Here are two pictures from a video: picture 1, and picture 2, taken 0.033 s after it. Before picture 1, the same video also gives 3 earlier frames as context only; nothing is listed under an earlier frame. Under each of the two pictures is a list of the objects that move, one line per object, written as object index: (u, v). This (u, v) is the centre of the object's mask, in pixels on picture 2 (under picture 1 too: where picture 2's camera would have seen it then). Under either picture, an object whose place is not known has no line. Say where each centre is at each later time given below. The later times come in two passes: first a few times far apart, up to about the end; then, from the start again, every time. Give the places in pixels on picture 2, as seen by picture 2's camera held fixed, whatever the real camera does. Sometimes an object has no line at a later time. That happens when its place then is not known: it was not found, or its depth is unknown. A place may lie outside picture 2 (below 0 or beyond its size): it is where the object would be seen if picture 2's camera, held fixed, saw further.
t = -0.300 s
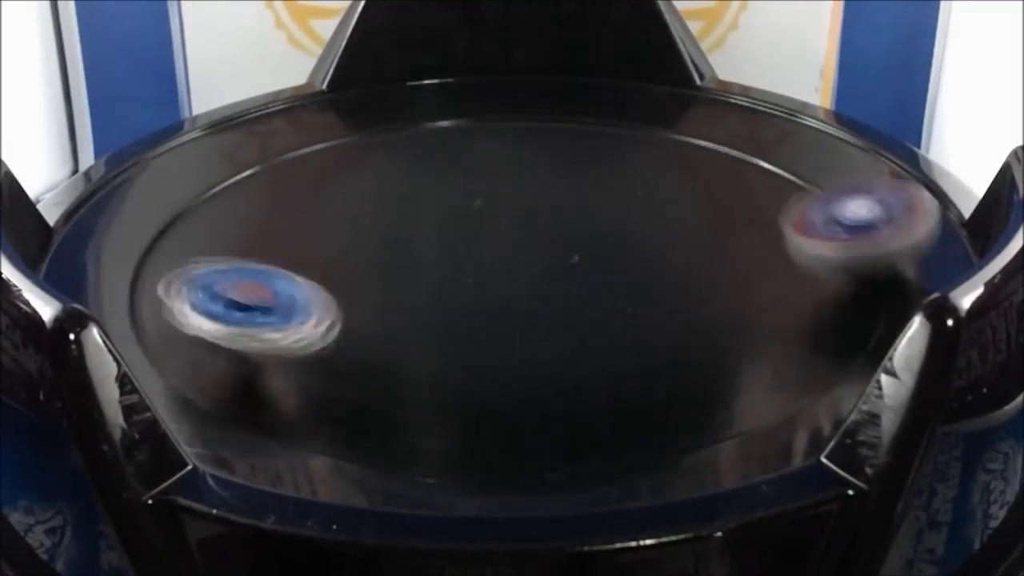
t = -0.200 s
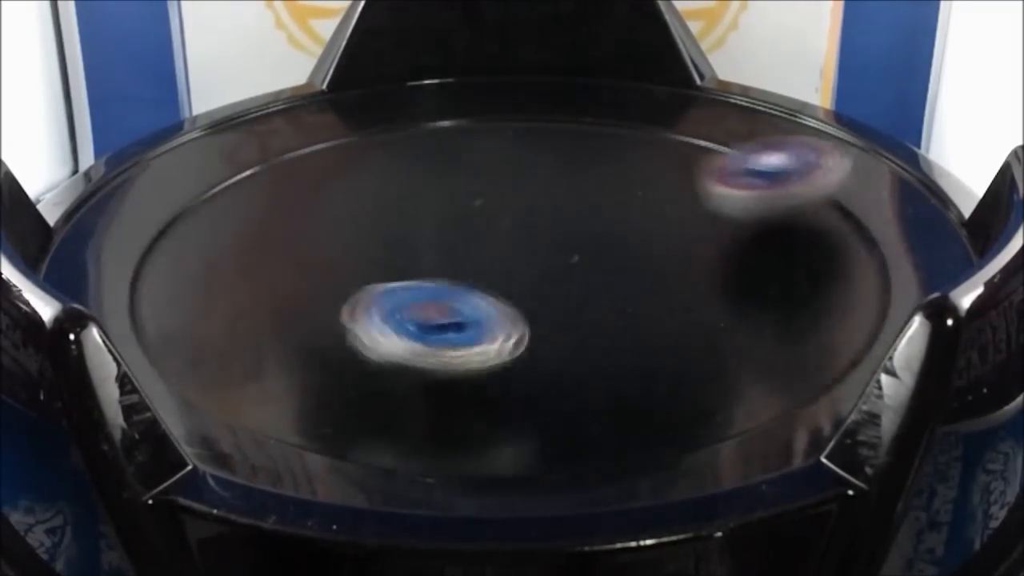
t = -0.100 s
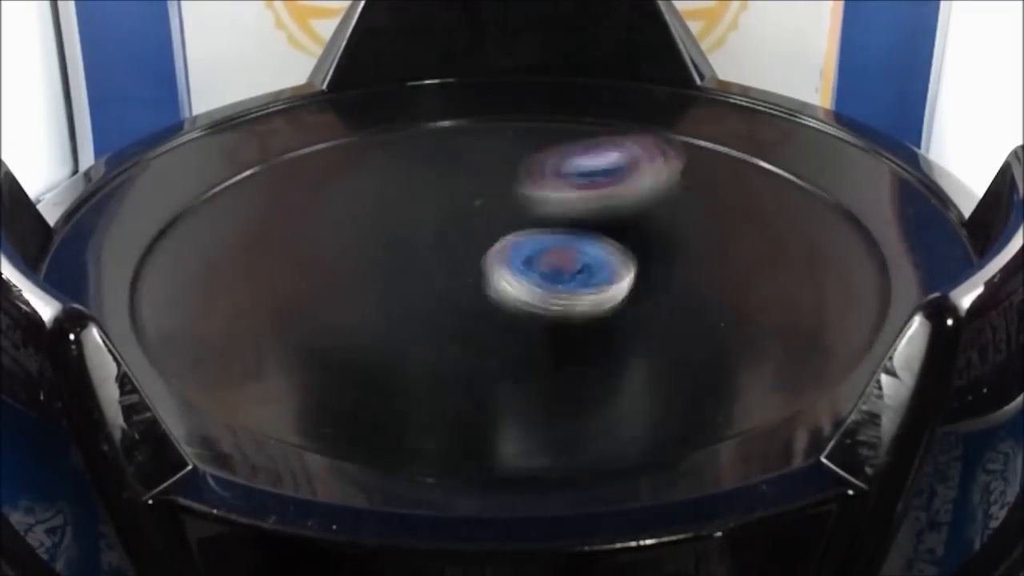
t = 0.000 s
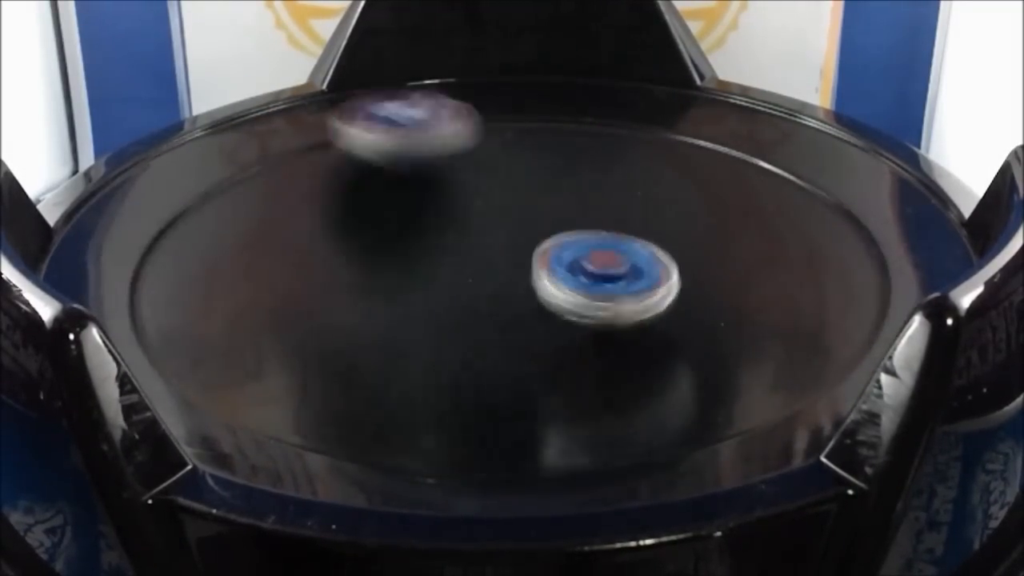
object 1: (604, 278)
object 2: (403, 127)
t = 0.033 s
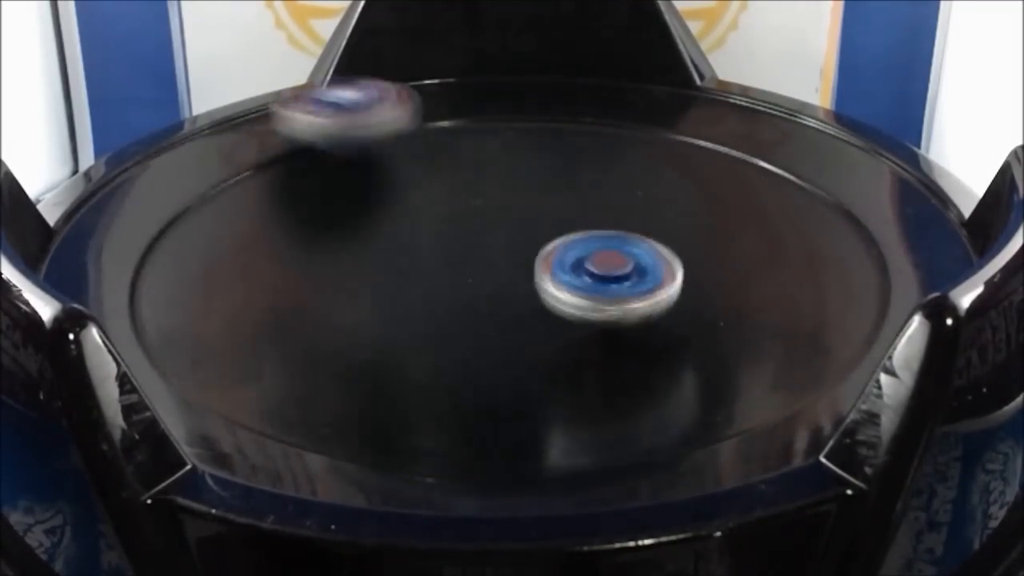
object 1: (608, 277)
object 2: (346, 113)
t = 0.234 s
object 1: (570, 202)
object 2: (93, 162)
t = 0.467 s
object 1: (360, 241)
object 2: (415, 319)
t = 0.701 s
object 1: (474, 315)
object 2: (725, 174)
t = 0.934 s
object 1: (545, 212)
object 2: (479, 79)
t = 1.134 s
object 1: (451, 222)
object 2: (227, 156)
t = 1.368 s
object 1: (433, 299)
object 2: (310, 352)
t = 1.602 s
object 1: (595, 252)
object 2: (772, 283)
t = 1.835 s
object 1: (414, 221)
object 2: (647, 129)
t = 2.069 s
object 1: (473, 313)
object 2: (301, 159)
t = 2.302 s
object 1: (603, 231)
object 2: (350, 350)
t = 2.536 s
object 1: (401, 220)
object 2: (765, 283)
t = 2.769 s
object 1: (488, 317)
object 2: (620, 145)
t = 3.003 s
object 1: (625, 233)
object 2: (287, 200)
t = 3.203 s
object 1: (449, 202)
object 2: (357, 350)
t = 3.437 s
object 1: (395, 304)
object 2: (734, 291)
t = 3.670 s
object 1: (633, 287)
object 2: (595, 157)
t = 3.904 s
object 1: (536, 197)
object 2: (281, 192)
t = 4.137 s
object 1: (348, 253)
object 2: (369, 353)
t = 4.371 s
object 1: (523, 327)
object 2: (721, 279)
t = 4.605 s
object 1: (627, 233)
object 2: (571, 147)
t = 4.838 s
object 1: (432, 197)
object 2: (281, 189)
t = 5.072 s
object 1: (475, 240)
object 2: (325, 357)
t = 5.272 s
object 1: (587, 200)
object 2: (686, 344)
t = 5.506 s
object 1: (526, 197)
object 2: (700, 188)
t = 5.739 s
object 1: (573, 275)
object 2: (397, 144)
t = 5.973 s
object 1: (665, 259)
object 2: (216, 258)
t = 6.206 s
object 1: (531, 267)
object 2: (526, 360)
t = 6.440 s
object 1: (471, 328)
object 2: (721, 223)
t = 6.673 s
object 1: (531, 308)
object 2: (501, 133)
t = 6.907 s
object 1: (414, 259)
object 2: (269, 213)
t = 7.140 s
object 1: (696, 254)
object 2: (233, 334)
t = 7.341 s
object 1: (775, 181)
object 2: (552, 361)
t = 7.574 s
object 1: (621, 171)
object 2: (688, 232)
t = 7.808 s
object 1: (371, 159)
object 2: (513, 170)
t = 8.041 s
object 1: (177, 189)
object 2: (471, 265)
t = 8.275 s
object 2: (679, 253)
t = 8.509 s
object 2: (532, 218)
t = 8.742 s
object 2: (400, 287)
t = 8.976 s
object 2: (539, 307)
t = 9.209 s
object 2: (460, 233)
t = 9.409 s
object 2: (348, 264)
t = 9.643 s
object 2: (402, 337)
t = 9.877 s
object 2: (535, 273)
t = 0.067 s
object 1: (612, 274)
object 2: (296, 100)
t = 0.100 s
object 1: (616, 264)
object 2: (239, 106)
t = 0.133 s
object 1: (616, 248)
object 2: (186, 121)
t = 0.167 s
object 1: (611, 232)
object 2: (144, 134)
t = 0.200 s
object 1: (595, 216)
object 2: (104, 150)
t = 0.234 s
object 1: (570, 202)
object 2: (93, 162)
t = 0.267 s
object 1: (539, 193)
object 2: (117, 167)
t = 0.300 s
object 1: (505, 188)
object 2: (150, 203)
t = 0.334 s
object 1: (468, 189)
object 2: (186, 230)
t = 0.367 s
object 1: (432, 197)
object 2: (224, 258)
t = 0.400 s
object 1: (400, 209)
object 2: (272, 282)
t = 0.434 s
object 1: (377, 224)
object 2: (337, 307)
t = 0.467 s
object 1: (360, 241)
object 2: (415, 319)
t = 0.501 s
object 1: (357, 262)
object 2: (489, 316)
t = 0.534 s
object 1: (350, 274)
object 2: (567, 307)
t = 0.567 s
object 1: (353, 283)
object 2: (636, 290)
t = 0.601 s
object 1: (368, 296)
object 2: (684, 266)
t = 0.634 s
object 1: (393, 307)
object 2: (713, 236)
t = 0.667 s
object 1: (430, 314)
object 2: (725, 207)
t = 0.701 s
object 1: (474, 315)
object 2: (725, 174)
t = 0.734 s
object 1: (511, 308)
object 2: (713, 146)
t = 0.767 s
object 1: (542, 297)
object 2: (691, 120)
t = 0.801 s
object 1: (562, 282)
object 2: (660, 95)
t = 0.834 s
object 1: (574, 263)
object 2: (611, 80)
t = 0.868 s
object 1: (574, 246)
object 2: (566, 70)
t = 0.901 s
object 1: (565, 228)
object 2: (523, 67)
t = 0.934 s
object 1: (545, 212)
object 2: (479, 79)
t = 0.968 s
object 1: (519, 201)
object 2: (435, 100)
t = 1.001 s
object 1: (488, 191)
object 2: (399, 120)
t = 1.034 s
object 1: (469, 194)
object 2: (358, 129)
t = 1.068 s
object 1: (465, 206)
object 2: (302, 132)
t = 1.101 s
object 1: (460, 214)
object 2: (264, 139)
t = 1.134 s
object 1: (451, 222)
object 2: (227, 156)
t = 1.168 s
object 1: (435, 231)
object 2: (201, 179)
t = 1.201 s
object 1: (417, 238)
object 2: (179, 207)
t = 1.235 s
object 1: (402, 247)
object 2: (171, 238)
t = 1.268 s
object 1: (394, 260)
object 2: (182, 265)
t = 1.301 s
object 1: (396, 275)
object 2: (208, 299)
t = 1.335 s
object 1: (408, 288)
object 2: (249, 326)
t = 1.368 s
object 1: (433, 299)
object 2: (310, 352)
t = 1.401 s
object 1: (467, 302)
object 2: (384, 372)
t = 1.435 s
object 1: (501, 302)
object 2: (471, 381)
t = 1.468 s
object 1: (530, 298)
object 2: (558, 376)
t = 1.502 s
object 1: (558, 292)
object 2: (637, 362)
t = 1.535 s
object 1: (582, 282)
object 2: (699, 339)
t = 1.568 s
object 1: (595, 268)
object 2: (742, 313)
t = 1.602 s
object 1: (595, 252)
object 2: (772, 283)
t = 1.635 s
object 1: (584, 237)
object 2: (787, 255)
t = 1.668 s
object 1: (567, 226)
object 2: (789, 229)
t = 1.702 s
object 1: (542, 217)
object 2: (779, 203)
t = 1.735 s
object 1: (511, 212)
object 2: (760, 178)
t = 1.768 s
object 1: (477, 211)
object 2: (729, 158)
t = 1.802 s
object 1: (443, 213)
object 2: (691, 141)
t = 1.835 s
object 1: (414, 221)
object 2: (647, 129)
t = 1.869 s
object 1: (391, 233)
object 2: (599, 119)
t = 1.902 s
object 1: (377, 248)
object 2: (546, 115)
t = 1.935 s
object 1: (373, 265)
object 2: (492, 114)
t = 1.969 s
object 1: (382, 281)
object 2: (440, 119)
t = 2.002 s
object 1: (403, 297)
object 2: (388, 128)
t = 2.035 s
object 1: (435, 307)
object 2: (340, 142)
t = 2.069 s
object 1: (473, 313)
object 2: (301, 159)
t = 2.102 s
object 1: (513, 313)
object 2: (265, 182)
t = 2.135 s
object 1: (551, 307)
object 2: (241, 210)
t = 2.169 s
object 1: (582, 296)
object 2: (229, 238)
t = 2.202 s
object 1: (604, 281)
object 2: (233, 266)
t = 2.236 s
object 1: (614, 264)
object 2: (255, 297)
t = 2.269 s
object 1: (613, 247)
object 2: (295, 325)
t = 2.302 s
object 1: (603, 231)
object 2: (350, 350)
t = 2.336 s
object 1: (584, 219)
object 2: (417, 365)
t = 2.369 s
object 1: (558, 209)
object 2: (494, 370)
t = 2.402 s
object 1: (526, 203)
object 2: (573, 364)
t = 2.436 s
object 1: (493, 201)
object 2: (642, 352)
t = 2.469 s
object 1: (459, 204)
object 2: (698, 332)
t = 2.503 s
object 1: (428, 210)
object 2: (739, 308)
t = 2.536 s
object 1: (401, 220)
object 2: (765, 283)
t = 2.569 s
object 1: (382, 236)
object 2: (775, 254)
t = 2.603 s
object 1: (372, 252)
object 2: (773, 231)
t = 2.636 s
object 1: (373, 271)
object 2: (760, 208)
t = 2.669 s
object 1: (386, 287)
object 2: (737, 187)
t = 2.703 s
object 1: (411, 302)
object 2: (704, 168)
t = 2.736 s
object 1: (446, 312)
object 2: (665, 155)
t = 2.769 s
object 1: (488, 317)
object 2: (620, 145)
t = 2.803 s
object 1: (529, 316)
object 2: (569, 139)
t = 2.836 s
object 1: (568, 309)
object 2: (517, 138)
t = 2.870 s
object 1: (599, 297)
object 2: (462, 142)
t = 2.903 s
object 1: (621, 282)
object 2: (410, 150)
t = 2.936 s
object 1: (633, 266)
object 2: (362, 163)
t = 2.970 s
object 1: (634, 249)
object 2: (321, 179)
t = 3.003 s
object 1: (625, 233)
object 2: (287, 200)
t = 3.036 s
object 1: (607, 219)
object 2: (261, 225)
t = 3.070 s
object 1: (582, 207)
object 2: (249, 249)
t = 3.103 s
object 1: (552, 200)
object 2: (254, 276)
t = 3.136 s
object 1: (518, 197)
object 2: (273, 303)
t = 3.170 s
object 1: (483, 198)
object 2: (308, 329)
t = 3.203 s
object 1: (449, 202)
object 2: (357, 350)
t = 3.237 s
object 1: (418, 211)
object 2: (414, 361)
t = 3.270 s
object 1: (393, 223)
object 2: (483, 369)
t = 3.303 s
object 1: (374, 238)
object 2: (550, 366)
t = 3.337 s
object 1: (363, 254)
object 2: (614, 356)
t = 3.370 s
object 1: (363, 272)
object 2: (667, 338)
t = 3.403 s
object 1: (373, 289)
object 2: (708, 316)
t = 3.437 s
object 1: (395, 304)
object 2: (734, 291)
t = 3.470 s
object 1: (427, 317)
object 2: (745, 268)
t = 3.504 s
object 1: (465, 324)
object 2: (744, 242)
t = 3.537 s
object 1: (506, 327)
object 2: (731, 218)
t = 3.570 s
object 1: (547, 323)
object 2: (708, 197)
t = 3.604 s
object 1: (584, 315)
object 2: (676, 180)
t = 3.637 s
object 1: (613, 302)
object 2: (639, 167)
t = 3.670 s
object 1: (633, 287)
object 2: (595, 157)
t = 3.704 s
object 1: (644, 271)
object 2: (547, 150)
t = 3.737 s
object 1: (644, 253)
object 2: (499, 147)
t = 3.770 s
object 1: (636, 237)
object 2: (449, 148)
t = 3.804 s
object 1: (620, 224)
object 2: (401, 153)
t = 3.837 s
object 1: (597, 212)
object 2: (356, 163)
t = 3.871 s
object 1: (569, 203)
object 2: (316, 175)
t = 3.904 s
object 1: (536, 197)
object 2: (281, 192)
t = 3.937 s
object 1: (501, 196)
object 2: (254, 214)
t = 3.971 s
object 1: (466, 197)
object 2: (239, 237)
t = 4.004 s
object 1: (433, 203)
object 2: (236, 261)
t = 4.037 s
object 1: (402, 211)
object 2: (249, 287)
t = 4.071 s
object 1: (377, 224)
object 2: (276, 312)
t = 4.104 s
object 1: (359, 237)
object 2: (318, 333)
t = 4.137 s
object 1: (348, 253)
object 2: (369, 353)
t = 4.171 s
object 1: (345, 270)
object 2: (434, 362)
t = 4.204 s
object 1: (355, 288)
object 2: (499, 363)
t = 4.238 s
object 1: (375, 304)
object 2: (563, 357)
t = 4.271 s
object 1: (405, 316)
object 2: (621, 344)
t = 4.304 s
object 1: (442, 325)
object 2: (667, 325)
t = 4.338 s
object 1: (482, 328)
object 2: (701, 303)
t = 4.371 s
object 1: (523, 327)
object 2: (721, 279)
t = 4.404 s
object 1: (560, 321)
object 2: (728, 253)
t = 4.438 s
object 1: (592, 310)
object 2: (723, 228)
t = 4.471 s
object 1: (618, 296)
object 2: (708, 207)
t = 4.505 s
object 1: (632, 281)
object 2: (684, 187)
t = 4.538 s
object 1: (639, 265)
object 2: (652, 170)
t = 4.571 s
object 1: (637, 249)
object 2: (614, 157)
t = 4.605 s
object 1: (627, 233)
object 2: (571, 147)
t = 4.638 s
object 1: (610, 219)
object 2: (527, 141)
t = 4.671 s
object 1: (587, 208)
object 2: (482, 139)
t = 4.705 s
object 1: (560, 201)
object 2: (435, 141)
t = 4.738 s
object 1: (528, 195)
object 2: (391, 147)
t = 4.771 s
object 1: (495, 193)
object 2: (348, 157)
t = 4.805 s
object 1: (464, 193)
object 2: (312, 170)
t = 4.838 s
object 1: (432, 197)
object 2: (281, 189)
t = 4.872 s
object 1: (404, 205)
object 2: (259, 209)
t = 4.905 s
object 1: (381, 215)
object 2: (247, 234)
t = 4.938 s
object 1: (381, 226)
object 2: (230, 260)
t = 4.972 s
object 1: (400, 232)
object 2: (226, 285)
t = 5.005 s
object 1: (424, 237)
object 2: (243, 314)
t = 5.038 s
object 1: (450, 240)
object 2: (277, 339)
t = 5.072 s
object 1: (475, 240)
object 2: (325, 357)
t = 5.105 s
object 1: (501, 239)
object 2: (381, 372)
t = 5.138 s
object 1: (527, 235)
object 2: (446, 377)
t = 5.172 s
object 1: (548, 228)
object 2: (515, 378)
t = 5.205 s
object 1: (567, 219)
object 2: (579, 373)
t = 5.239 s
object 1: (580, 209)
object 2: (637, 362)
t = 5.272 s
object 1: (587, 200)
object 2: (686, 344)
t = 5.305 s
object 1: (588, 192)
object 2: (721, 323)
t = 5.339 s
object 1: (583, 185)
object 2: (747, 300)
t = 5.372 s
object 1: (574, 181)
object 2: (757, 274)
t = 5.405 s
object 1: (562, 180)
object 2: (758, 251)
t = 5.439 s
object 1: (548, 183)
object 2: (747, 227)
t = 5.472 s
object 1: (535, 188)
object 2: (727, 205)
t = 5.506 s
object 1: (526, 197)
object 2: (700, 188)
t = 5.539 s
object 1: (520, 208)
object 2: (666, 172)
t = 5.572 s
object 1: (518, 221)
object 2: (626, 160)
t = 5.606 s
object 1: (519, 234)
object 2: (584, 150)
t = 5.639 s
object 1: (525, 245)
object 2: (538, 144)
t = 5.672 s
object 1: (536, 257)
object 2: (489, 141)
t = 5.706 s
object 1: (552, 268)
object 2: (443, 141)
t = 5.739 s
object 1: (573, 275)
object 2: (397, 144)
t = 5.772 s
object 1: (595, 279)
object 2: (354, 152)
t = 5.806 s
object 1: (618, 280)
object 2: (313, 162)
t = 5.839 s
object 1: (637, 278)
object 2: (280, 174)
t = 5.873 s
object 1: (653, 274)
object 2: (250, 190)
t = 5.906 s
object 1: (663, 270)
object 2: (227, 212)
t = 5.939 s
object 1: (668, 265)
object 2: (217, 235)
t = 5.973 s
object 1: (665, 259)
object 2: (216, 258)
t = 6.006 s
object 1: (657, 255)
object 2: (229, 283)
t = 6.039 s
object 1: (644, 253)
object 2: (256, 308)
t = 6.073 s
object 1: (625, 251)
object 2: (294, 326)
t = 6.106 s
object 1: (603, 252)
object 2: (343, 346)
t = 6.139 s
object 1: (580, 256)
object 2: (399, 358)
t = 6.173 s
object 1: (556, 260)
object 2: (462, 362)
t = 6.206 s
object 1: (531, 267)
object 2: (526, 360)
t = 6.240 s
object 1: (509, 276)
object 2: (587, 352)
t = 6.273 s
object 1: (490, 285)
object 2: (636, 337)
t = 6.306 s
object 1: (477, 295)
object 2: (677, 316)
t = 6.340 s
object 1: (467, 305)
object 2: (704, 293)
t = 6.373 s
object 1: (464, 313)
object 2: (721, 269)
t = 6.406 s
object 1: (465, 322)
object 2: (725, 245)
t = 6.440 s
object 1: (471, 328)
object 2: (721, 223)
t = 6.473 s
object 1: (481, 333)
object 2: (706, 200)
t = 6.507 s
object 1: (495, 334)
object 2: (684, 182)
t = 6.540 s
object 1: (509, 333)
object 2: (656, 165)
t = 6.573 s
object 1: (521, 330)
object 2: (623, 153)
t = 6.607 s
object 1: (530, 323)
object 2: (584, 143)
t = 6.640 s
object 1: (532, 316)
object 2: (542, 136)
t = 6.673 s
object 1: (531, 308)
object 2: (501, 133)
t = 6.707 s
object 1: (524, 298)
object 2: (457, 134)
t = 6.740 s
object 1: (511, 290)
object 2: (417, 138)
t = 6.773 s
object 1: (496, 281)
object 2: (377, 146)
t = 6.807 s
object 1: (477, 273)
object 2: (341, 157)
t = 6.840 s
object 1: (456, 267)
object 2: (310, 173)
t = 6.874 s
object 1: (434, 262)
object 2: (285, 192)
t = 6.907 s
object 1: (414, 259)
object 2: (269, 213)
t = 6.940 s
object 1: (435, 259)
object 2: (242, 227)
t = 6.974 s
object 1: (501, 278)
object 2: (201, 239)
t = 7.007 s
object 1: (557, 281)
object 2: (177, 254)
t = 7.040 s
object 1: (604, 281)
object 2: (172, 273)
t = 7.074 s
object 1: (640, 275)
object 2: (181, 293)
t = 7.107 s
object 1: (669, 265)
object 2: (203, 312)
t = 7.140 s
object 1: (696, 254)
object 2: (233, 334)
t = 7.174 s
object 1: (721, 241)
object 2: (275, 352)
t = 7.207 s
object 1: (741, 229)
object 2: (327, 362)
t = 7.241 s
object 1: (755, 217)
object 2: (382, 371)
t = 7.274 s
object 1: (766, 204)
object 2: (440, 373)
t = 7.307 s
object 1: (774, 191)
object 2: (498, 370)
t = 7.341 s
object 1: (775, 181)
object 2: (552, 361)
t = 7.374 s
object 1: (770, 173)
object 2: (599, 348)
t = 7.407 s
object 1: (758, 167)
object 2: (638, 330)
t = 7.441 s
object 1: (740, 165)
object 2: (666, 311)
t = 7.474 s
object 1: (716, 165)
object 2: (684, 290)
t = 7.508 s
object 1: (689, 171)
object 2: (692, 266)
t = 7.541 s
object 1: (660, 175)
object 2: (693, 247)
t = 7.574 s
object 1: (621, 171)
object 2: (688, 232)
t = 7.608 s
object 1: (578, 166)
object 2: (679, 218)
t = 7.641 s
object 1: (536, 159)
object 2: (662, 205)
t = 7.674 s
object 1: (497, 157)
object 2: (640, 193)
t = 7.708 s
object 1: (462, 156)
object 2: (614, 182)
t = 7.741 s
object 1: (430, 156)
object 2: (582, 174)
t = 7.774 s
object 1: (399, 158)
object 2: (548, 170)
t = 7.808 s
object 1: (371, 159)
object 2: (513, 170)
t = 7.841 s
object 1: (344, 163)
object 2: (479, 174)
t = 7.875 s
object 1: (303, 163)
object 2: (464, 184)
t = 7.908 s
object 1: (269, 166)
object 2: (452, 198)
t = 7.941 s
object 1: (243, 170)
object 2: (445, 215)
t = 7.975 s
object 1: (219, 175)
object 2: (446, 232)
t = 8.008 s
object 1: (197, 182)
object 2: (454, 249)
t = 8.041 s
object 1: (177, 189)
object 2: (471, 265)
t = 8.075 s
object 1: (161, 199)
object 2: (498, 277)
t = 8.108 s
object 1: (155, 214)
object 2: (531, 285)
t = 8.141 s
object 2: (567, 287)
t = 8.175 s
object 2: (604, 285)
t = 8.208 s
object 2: (636, 277)
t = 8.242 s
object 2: (663, 267)
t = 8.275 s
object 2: (679, 253)
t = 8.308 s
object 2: (684, 236)
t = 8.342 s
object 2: (677, 222)
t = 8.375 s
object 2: (660, 212)
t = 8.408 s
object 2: (632, 206)
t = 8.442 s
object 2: (599, 205)
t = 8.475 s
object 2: (564, 210)
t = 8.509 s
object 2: (532, 218)
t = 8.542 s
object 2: (504, 228)
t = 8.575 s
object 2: (477, 241)
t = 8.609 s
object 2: (459, 260)
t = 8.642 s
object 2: (444, 264)
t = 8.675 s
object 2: (423, 268)
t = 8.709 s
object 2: (409, 277)
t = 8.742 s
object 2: (400, 287)
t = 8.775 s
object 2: (400, 299)
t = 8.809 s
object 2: (412, 311)
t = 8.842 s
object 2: (432, 319)
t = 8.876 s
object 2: (460, 323)
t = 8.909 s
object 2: (491, 322)
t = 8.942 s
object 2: (519, 316)
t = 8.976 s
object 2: (539, 307)
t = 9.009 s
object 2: (550, 295)
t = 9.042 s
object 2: (550, 281)
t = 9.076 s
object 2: (544, 268)
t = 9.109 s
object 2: (531, 254)
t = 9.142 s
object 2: (511, 246)
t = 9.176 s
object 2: (486, 238)
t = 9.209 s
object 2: (460, 233)
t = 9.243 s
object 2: (432, 229)
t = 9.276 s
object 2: (405, 231)
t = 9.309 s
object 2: (380, 234)
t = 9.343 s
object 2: (361, 242)
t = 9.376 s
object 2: (349, 252)
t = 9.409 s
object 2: (348, 264)
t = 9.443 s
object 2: (341, 276)
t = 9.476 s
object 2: (323, 288)
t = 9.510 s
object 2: (319, 299)
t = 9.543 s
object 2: (326, 312)
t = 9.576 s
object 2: (343, 324)
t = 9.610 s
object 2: (369, 332)
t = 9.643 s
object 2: (402, 337)
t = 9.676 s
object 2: (438, 338)
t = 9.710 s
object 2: (471, 332)
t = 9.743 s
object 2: (496, 324)
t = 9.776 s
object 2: (515, 313)
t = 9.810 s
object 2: (527, 301)
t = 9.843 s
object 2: (534, 286)
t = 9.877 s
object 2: (535, 273)
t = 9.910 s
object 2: (533, 259)
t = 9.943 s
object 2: (526, 245)
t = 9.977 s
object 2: (515, 232)
